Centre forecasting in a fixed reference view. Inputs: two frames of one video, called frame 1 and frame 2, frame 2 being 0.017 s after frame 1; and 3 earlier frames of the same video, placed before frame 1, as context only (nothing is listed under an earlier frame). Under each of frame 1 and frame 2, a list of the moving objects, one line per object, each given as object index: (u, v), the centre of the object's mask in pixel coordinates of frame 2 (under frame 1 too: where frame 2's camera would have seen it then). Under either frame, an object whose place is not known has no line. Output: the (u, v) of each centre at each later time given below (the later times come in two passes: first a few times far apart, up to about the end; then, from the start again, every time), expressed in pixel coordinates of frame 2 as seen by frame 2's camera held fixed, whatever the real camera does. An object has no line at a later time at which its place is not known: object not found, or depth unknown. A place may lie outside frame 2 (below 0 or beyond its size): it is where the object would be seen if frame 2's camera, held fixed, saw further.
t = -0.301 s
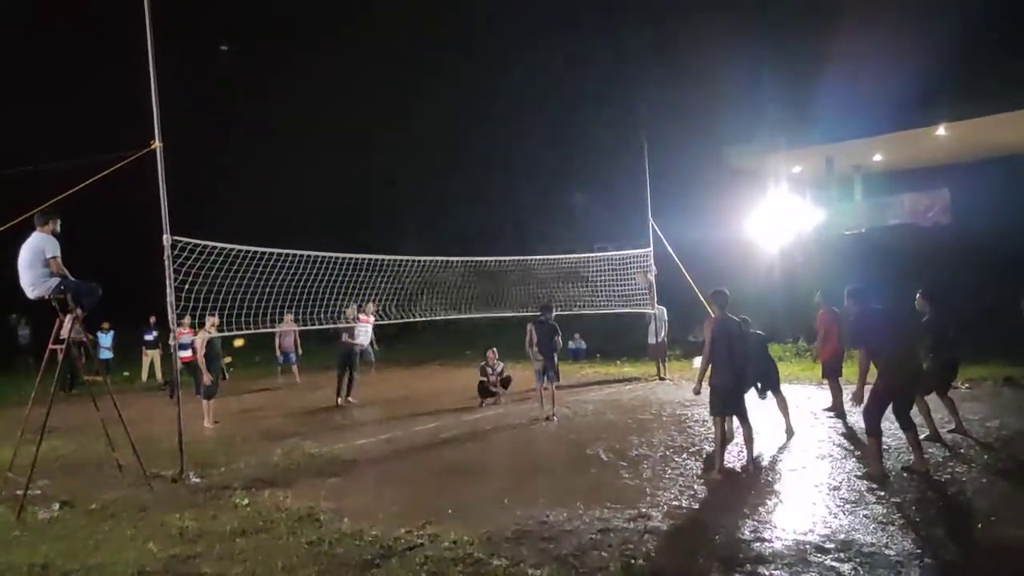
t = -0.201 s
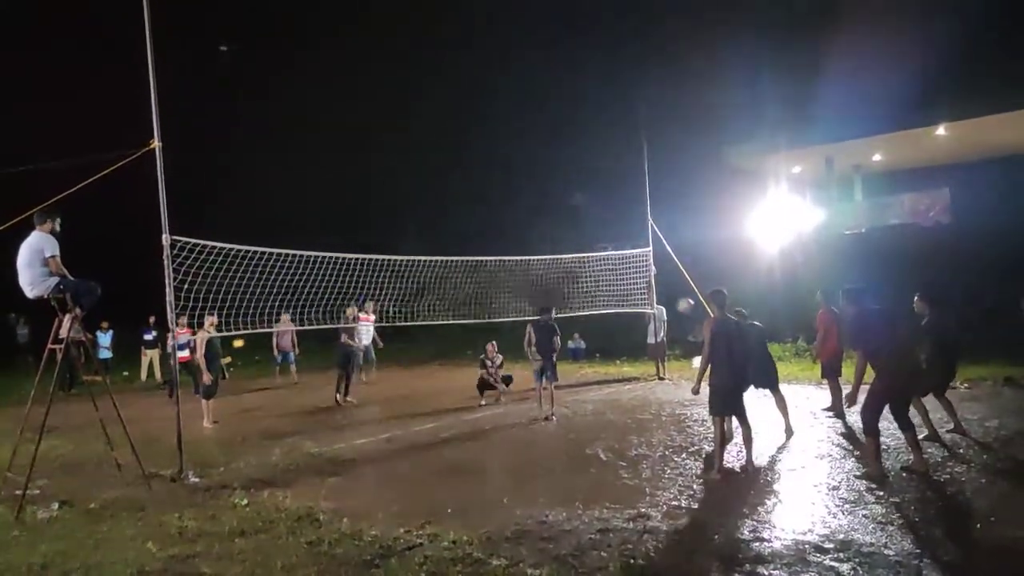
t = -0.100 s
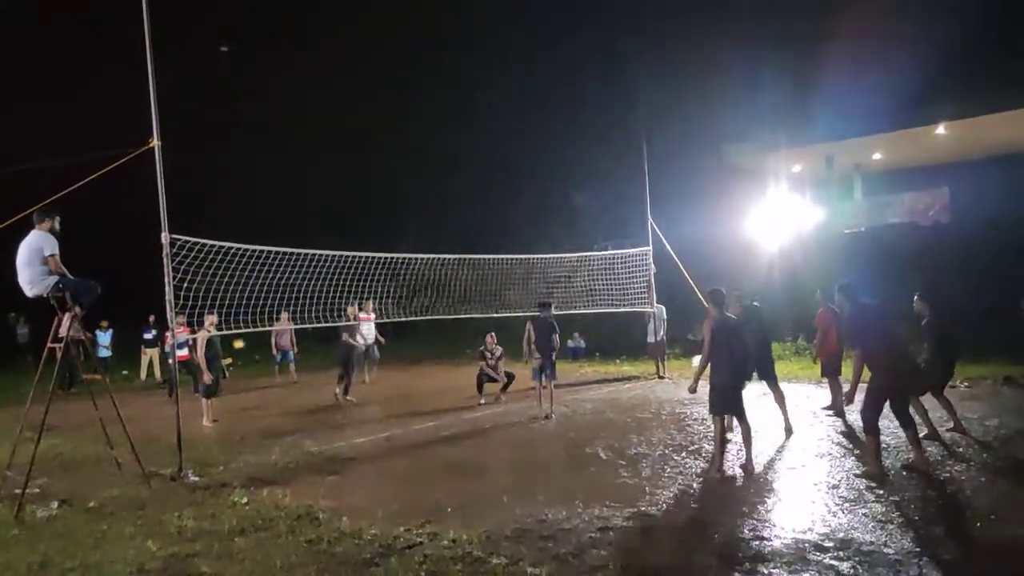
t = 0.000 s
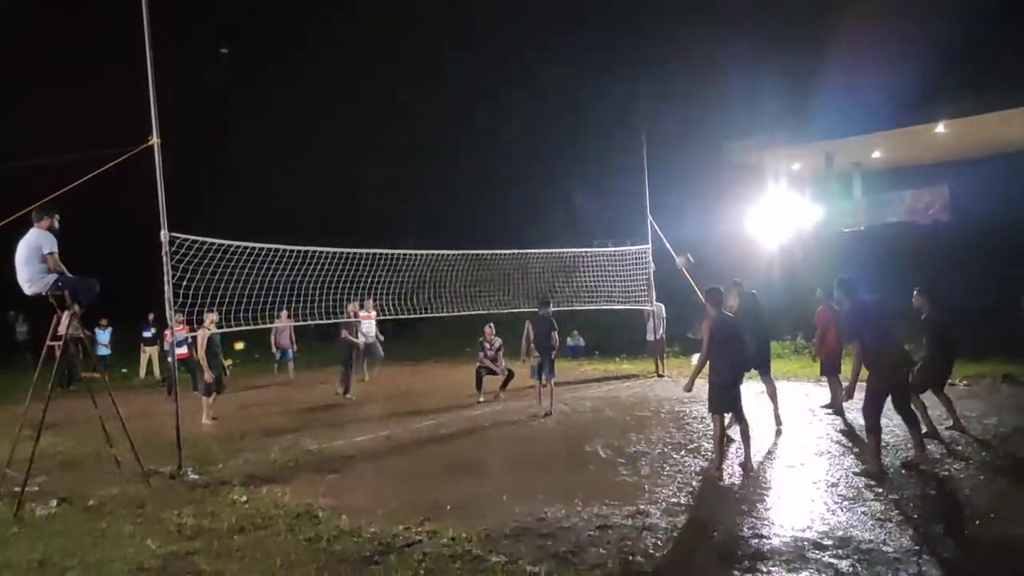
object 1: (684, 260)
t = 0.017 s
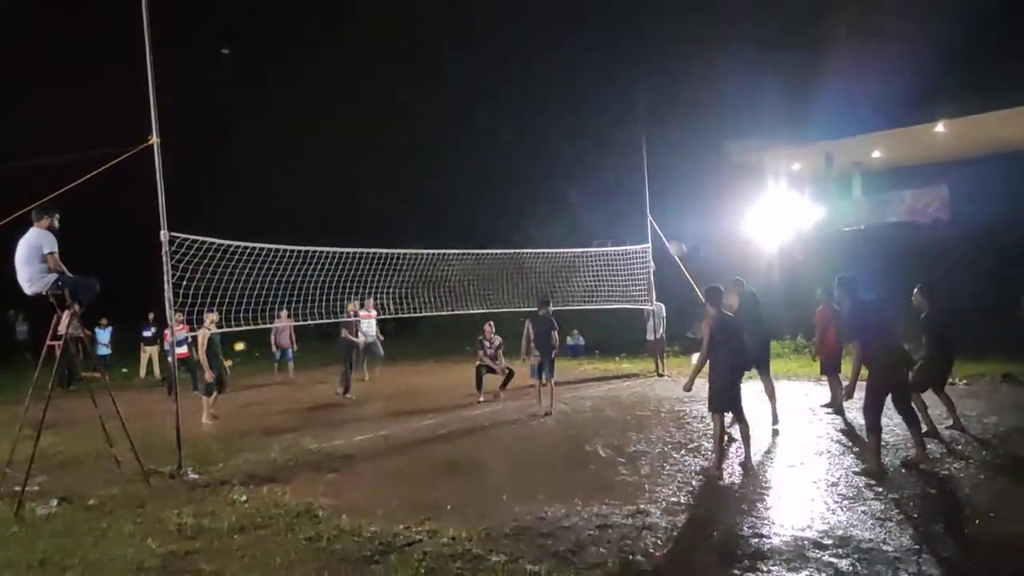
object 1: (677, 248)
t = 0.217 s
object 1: (603, 144)
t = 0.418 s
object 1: (542, 82)
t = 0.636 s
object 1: (487, 51)
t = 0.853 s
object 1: (440, 53)
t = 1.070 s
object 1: (402, 78)
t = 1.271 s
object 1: (369, 125)
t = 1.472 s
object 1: (343, 181)
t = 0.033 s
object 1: (672, 237)
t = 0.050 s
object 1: (665, 227)
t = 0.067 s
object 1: (657, 218)
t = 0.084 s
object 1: (651, 209)
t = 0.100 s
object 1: (645, 199)
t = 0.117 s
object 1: (637, 190)
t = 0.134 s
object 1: (631, 181)
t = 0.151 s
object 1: (626, 173)
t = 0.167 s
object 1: (620, 165)
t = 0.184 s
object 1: (615, 158)
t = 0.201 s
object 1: (609, 151)
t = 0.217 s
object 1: (603, 144)
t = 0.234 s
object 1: (598, 137)
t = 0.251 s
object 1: (593, 131)
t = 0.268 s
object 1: (587, 125)
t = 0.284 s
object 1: (582, 119)
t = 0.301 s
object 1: (576, 113)
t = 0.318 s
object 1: (572, 108)
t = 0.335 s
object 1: (567, 104)
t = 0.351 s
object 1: (562, 98)
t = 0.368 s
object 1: (557, 94)
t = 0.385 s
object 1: (552, 90)
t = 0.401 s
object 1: (547, 85)
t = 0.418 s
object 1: (542, 82)
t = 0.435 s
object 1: (538, 78)
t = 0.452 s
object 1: (533, 75)
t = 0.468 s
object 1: (529, 71)
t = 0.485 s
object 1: (525, 69)
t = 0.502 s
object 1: (520, 66)
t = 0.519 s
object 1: (516, 63)
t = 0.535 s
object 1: (512, 61)
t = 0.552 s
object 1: (507, 59)
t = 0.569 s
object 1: (503, 57)
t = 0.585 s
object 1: (499, 55)
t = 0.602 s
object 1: (495, 54)
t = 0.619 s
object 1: (491, 53)
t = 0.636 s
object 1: (487, 51)
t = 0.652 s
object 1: (483, 51)
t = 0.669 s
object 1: (480, 50)
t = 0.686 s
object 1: (476, 49)
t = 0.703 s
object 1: (472, 49)
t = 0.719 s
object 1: (469, 48)
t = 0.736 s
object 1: (465, 49)
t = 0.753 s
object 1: (461, 49)
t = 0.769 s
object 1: (458, 49)
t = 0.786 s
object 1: (454, 50)
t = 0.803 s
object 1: (451, 50)
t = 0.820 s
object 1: (448, 51)
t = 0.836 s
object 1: (444, 52)
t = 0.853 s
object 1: (440, 53)
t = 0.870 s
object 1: (437, 54)
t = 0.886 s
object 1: (434, 56)
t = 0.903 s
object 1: (431, 57)
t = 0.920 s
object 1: (428, 58)
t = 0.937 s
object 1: (425, 60)
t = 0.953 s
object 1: (422, 62)
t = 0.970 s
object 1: (419, 64)
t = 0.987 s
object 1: (416, 66)
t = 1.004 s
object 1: (413, 69)
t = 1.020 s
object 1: (411, 71)
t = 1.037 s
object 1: (408, 73)
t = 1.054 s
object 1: (404, 76)
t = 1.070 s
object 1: (402, 78)
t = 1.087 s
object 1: (396, 85)
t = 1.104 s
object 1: (394, 88)
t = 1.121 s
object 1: (391, 91)
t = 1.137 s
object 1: (388, 94)
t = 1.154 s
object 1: (386, 98)
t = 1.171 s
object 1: (383, 102)
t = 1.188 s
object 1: (381, 105)
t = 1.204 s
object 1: (378, 109)
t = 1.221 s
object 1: (376, 112)
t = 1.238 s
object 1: (374, 116)
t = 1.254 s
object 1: (371, 120)
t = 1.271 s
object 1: (369, 125)
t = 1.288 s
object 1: (366, 129)
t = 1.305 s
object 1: (364, 133)
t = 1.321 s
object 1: (362, 138)
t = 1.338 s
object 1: (360, 142)
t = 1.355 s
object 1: (358, 147)
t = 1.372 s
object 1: (356, 151)
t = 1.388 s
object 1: (354, 156)
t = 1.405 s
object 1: (352, 161)
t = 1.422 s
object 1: (349, 166)
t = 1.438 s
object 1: (347, 171)
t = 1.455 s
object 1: (346, 176)
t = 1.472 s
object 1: (343, 181)
